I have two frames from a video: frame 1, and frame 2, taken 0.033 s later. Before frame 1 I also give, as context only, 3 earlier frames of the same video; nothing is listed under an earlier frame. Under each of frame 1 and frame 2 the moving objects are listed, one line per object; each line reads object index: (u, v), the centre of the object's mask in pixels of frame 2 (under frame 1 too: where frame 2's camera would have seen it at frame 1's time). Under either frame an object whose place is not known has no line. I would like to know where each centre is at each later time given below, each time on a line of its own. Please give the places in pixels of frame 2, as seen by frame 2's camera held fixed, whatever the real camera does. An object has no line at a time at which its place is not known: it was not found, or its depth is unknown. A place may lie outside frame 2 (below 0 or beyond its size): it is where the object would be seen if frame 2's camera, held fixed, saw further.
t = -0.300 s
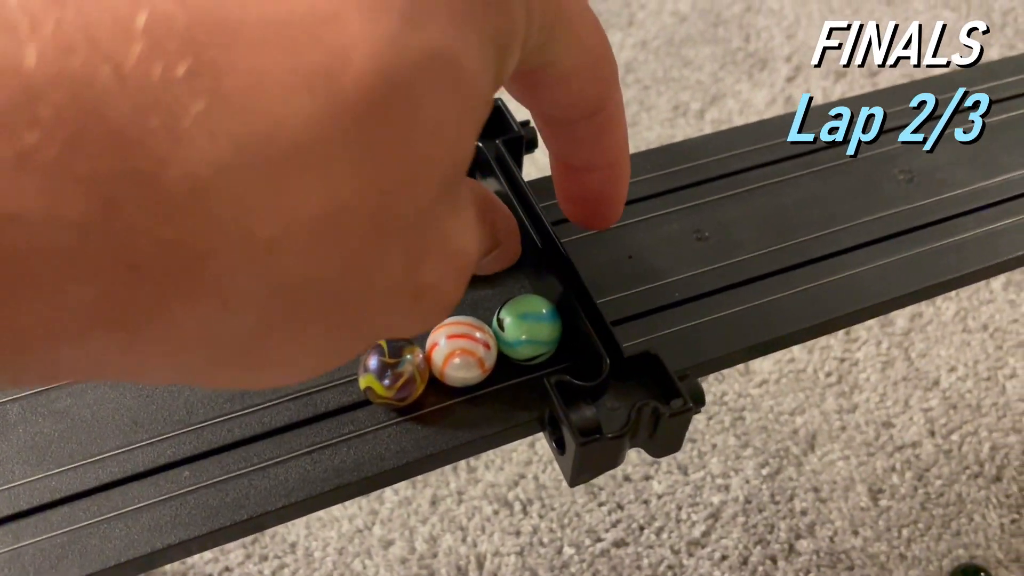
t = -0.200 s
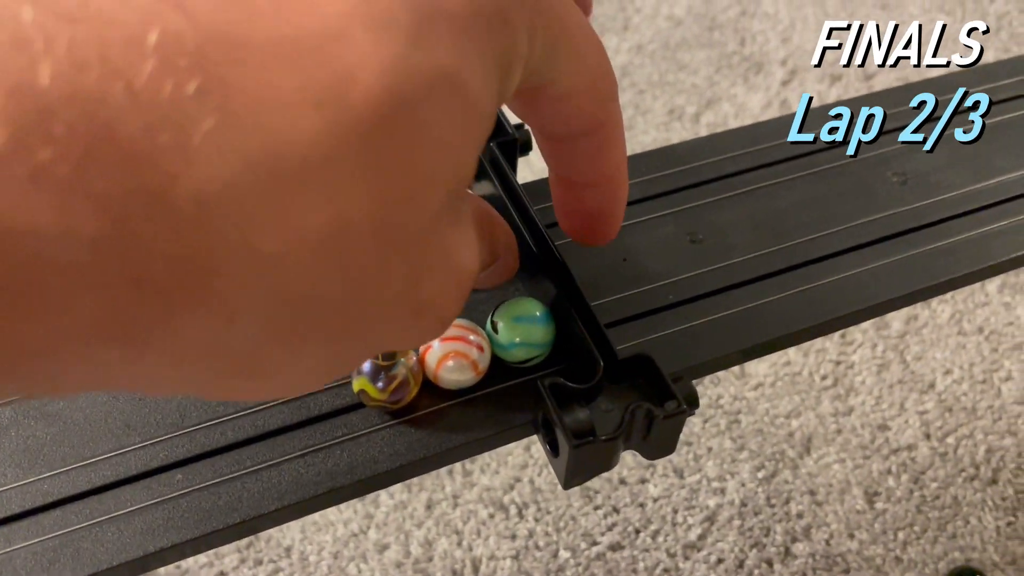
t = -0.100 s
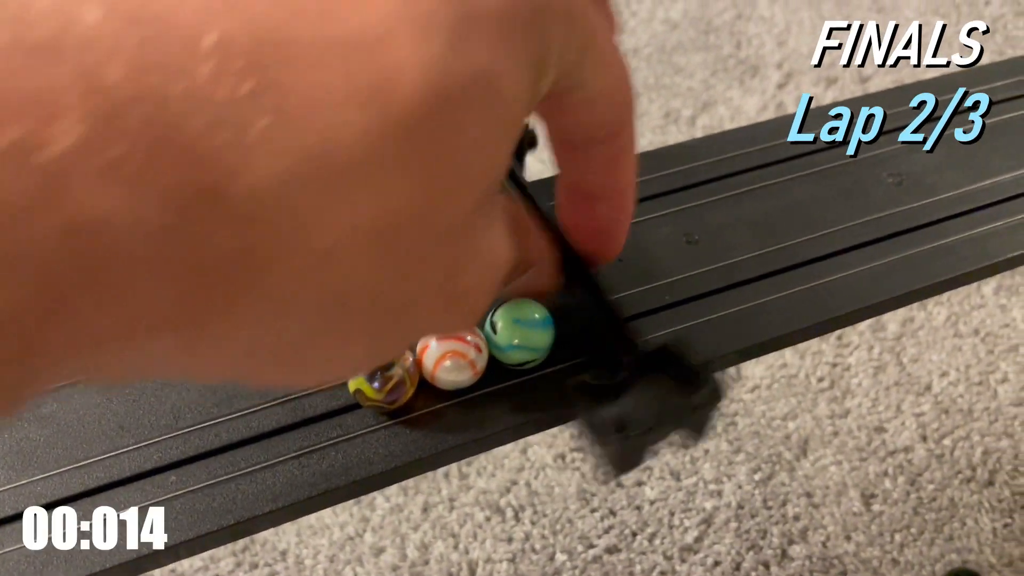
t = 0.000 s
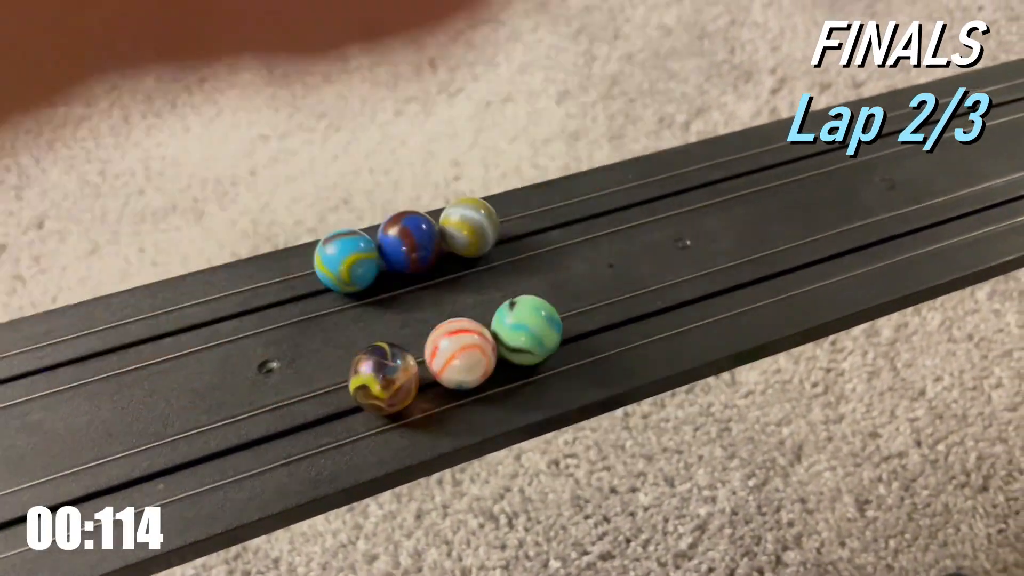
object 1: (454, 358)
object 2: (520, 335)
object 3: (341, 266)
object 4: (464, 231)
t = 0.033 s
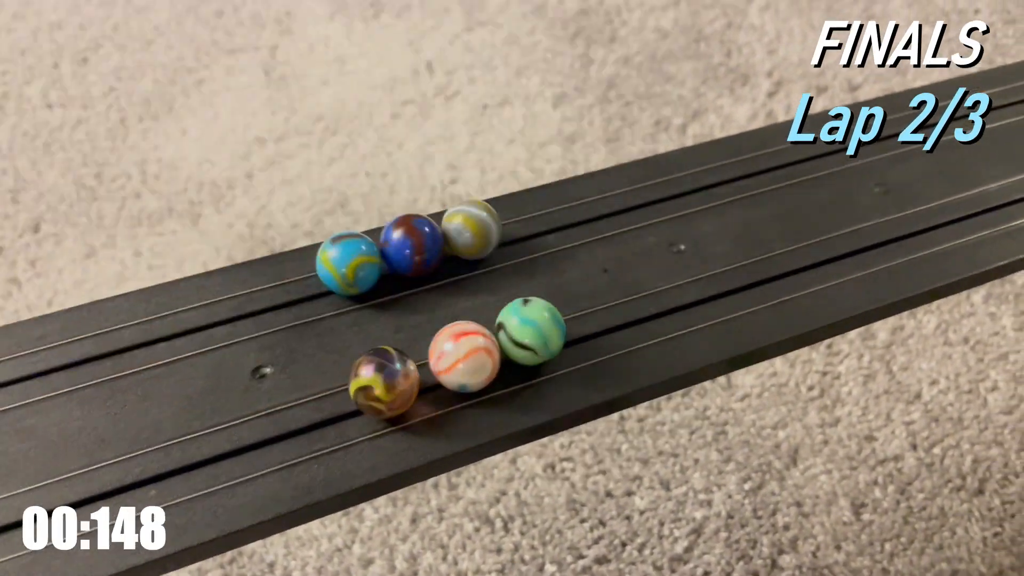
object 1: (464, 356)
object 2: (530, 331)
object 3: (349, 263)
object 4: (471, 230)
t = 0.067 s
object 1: (476, 353)
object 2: (542, 329)
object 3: (359, 261)
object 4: (482, 228)
